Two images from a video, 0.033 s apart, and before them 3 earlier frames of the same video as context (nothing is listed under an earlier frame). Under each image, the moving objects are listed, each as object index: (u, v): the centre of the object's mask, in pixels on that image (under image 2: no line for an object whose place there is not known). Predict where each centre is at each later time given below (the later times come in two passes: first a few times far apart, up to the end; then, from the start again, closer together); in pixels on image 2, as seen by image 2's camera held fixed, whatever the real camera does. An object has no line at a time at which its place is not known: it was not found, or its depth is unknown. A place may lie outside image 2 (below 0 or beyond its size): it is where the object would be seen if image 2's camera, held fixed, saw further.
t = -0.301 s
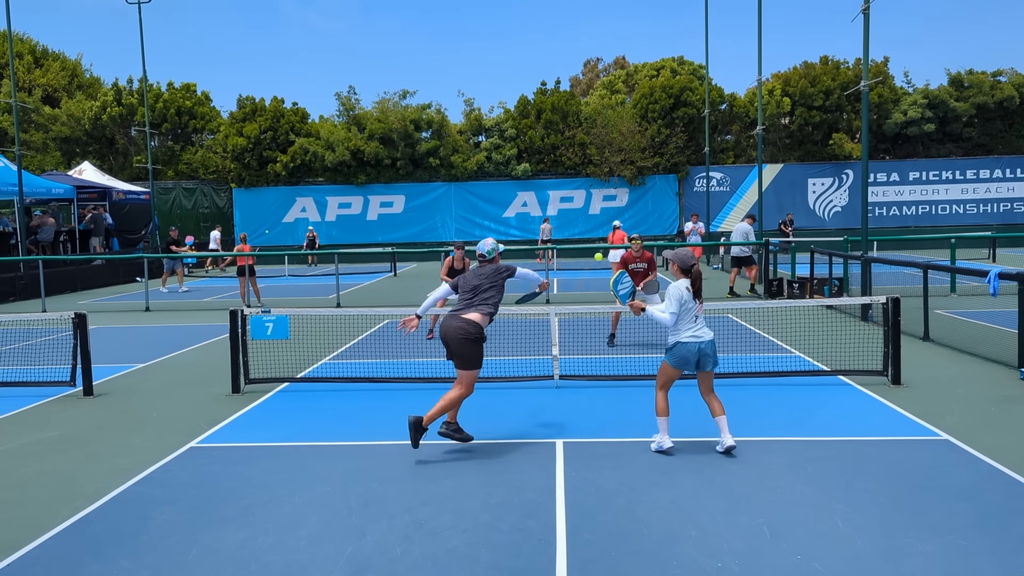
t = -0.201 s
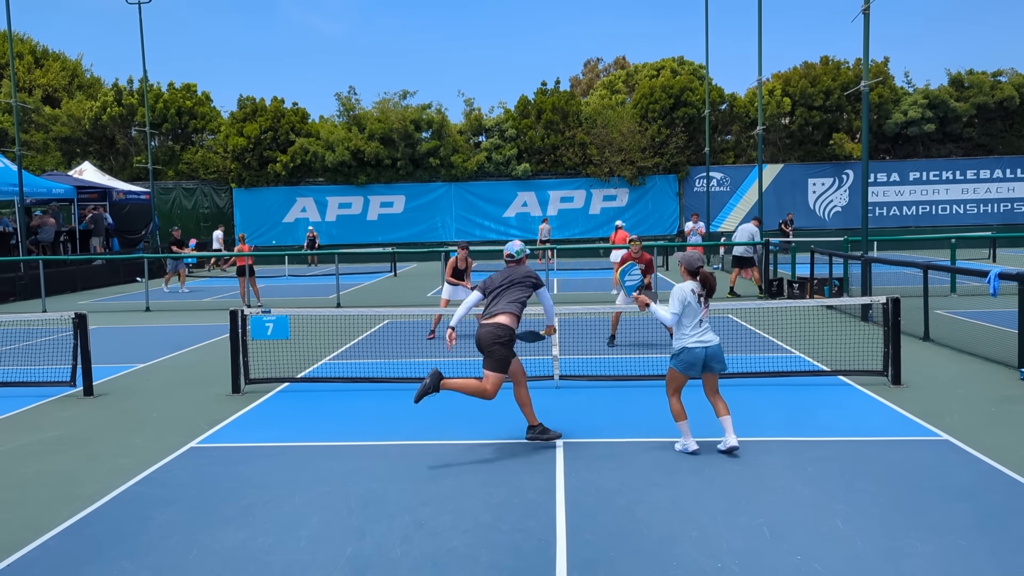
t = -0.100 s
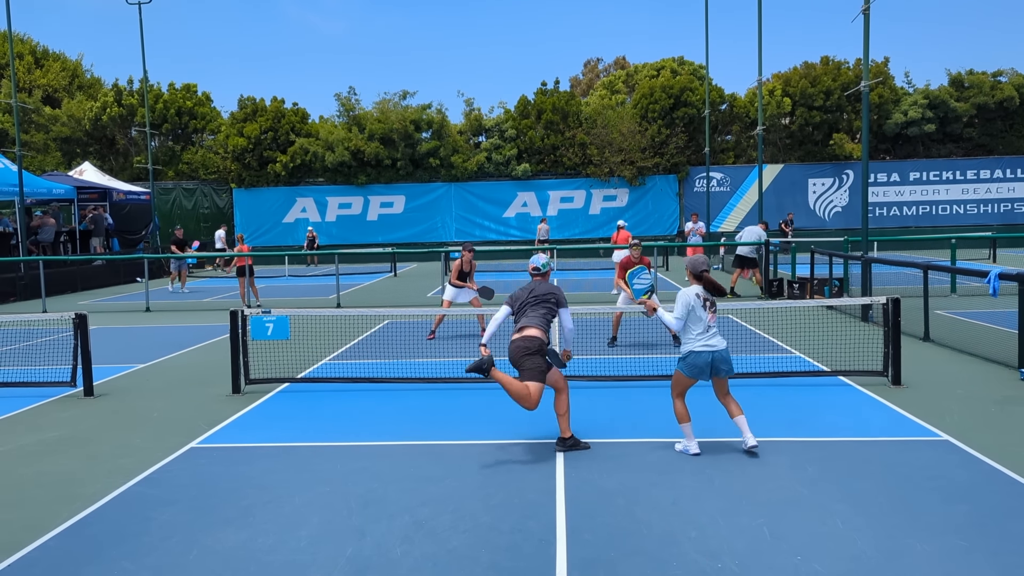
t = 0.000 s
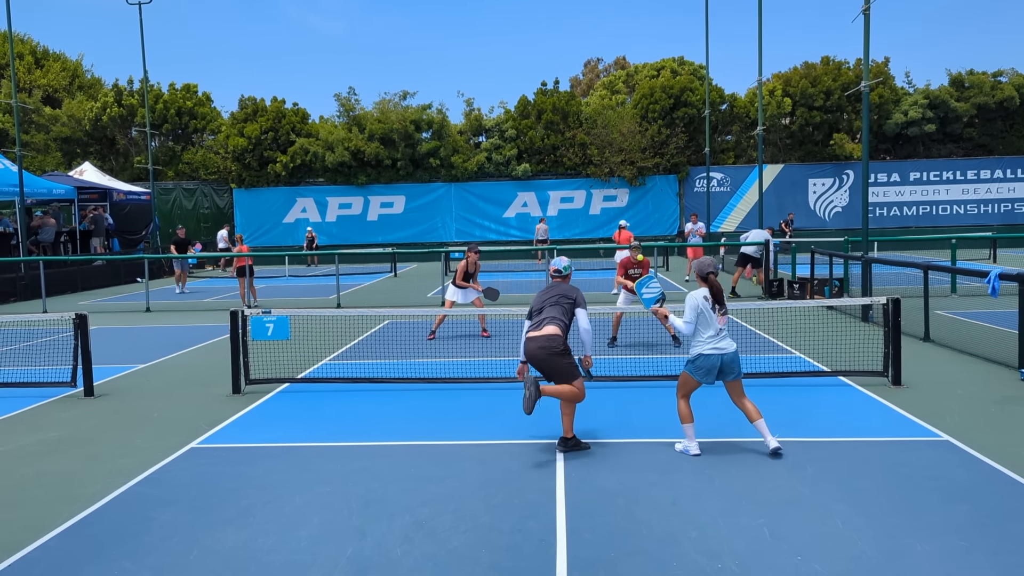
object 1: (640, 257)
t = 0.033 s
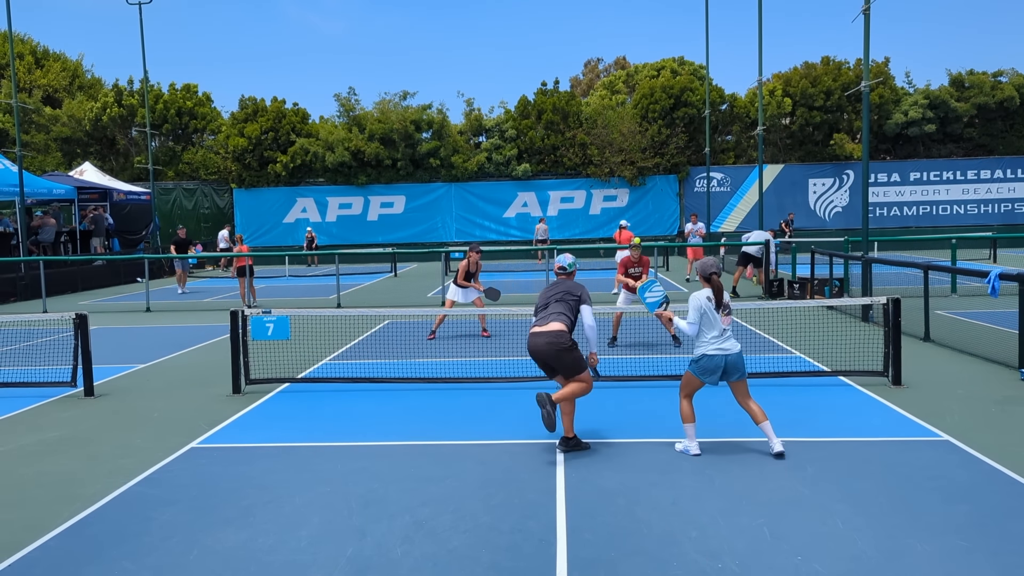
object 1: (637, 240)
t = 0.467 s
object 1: (590, 53)
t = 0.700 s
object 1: (566, 5)
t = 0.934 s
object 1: (545, 28)
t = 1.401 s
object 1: (524, 460)
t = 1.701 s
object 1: (519, 541)
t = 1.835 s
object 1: (517, 478)
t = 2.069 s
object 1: (518, 484)
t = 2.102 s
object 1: (518, 500)
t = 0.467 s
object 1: (590, 53)
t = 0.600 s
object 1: (576, 19)
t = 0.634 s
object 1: (573, 14)
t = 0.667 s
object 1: (569, 9)
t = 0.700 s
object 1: (566, 5)
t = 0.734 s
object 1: (563, 3)
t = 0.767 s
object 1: (560, 3)
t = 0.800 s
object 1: (556, 4)
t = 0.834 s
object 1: (553, 7)
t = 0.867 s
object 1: (550, 12)
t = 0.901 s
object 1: (547, 19)
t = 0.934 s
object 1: (545, 28)
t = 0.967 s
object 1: (542, 39)
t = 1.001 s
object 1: (540, 52)
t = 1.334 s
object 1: (524, 352)
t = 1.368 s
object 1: (524, 404)
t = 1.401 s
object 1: (524, 460)
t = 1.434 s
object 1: (524, 523)
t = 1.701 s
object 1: (519, 541)
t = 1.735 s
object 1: (519, 524)
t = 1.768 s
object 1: (518, 506)
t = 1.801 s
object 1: (518, 491)
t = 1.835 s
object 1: (517, 478)
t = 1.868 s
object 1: (517, 468)
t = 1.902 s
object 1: (517, 462)
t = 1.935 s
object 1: (517, 459)
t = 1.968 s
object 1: (517, 460)
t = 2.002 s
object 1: (517, 464)
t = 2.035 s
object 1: (517, 472)
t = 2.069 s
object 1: (518, 484)
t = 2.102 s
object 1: (518, 500)
